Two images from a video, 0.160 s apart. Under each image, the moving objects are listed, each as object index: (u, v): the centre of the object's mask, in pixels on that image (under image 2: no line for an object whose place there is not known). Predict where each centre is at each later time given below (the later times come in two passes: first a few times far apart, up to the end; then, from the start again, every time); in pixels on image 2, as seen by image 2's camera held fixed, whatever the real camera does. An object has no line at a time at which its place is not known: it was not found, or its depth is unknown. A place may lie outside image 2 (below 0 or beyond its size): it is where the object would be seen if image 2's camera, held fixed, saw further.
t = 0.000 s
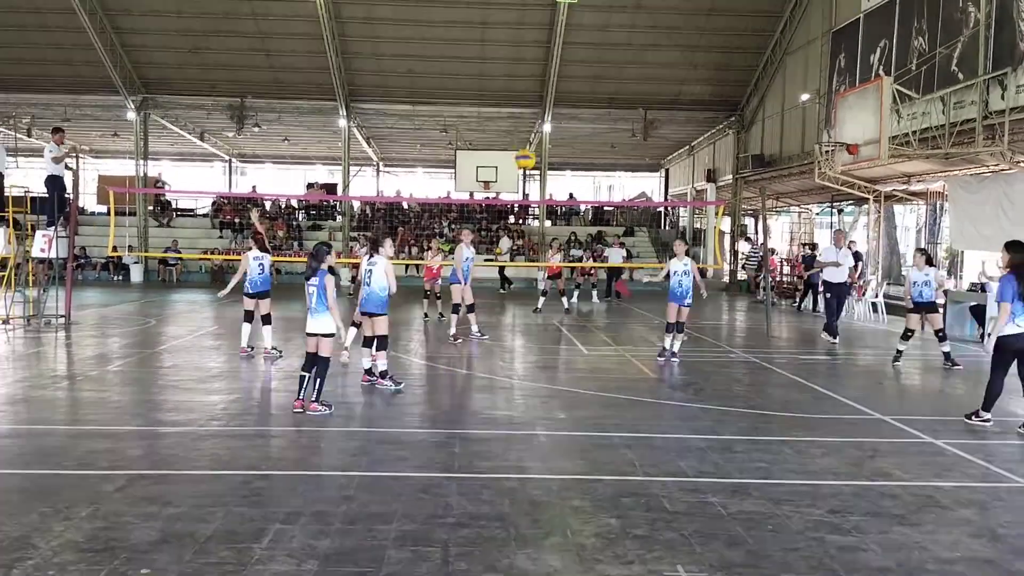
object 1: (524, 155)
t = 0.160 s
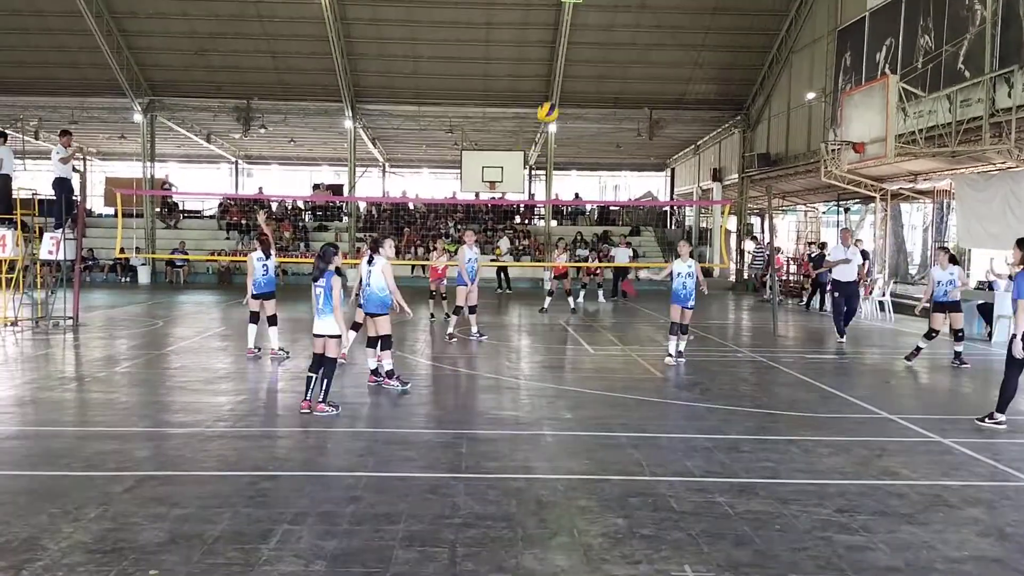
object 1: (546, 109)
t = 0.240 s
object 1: (557, 95)
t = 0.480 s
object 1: (583, 90)
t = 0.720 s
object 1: (608, 141)
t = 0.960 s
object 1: (629, 250)
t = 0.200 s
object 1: (552, 101)
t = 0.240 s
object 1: (557, 95)
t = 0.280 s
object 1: (563, 90)
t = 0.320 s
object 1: (567, 88)
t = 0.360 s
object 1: (571, 88)
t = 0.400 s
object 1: (575, 88)
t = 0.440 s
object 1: (578, 90)
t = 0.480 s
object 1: (583, 90)
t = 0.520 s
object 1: (589, 94)
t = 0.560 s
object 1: (590, 102)
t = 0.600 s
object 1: (595, 108)
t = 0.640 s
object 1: (598, 117)
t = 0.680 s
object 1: (603, 128)
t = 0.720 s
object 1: (608, 141)
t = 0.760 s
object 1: (612, 155)
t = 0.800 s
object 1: (615, 172)
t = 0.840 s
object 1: (618, 190)
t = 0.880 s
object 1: (622, 209)
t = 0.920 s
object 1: (625, 229)
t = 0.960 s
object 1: (629, 250)
